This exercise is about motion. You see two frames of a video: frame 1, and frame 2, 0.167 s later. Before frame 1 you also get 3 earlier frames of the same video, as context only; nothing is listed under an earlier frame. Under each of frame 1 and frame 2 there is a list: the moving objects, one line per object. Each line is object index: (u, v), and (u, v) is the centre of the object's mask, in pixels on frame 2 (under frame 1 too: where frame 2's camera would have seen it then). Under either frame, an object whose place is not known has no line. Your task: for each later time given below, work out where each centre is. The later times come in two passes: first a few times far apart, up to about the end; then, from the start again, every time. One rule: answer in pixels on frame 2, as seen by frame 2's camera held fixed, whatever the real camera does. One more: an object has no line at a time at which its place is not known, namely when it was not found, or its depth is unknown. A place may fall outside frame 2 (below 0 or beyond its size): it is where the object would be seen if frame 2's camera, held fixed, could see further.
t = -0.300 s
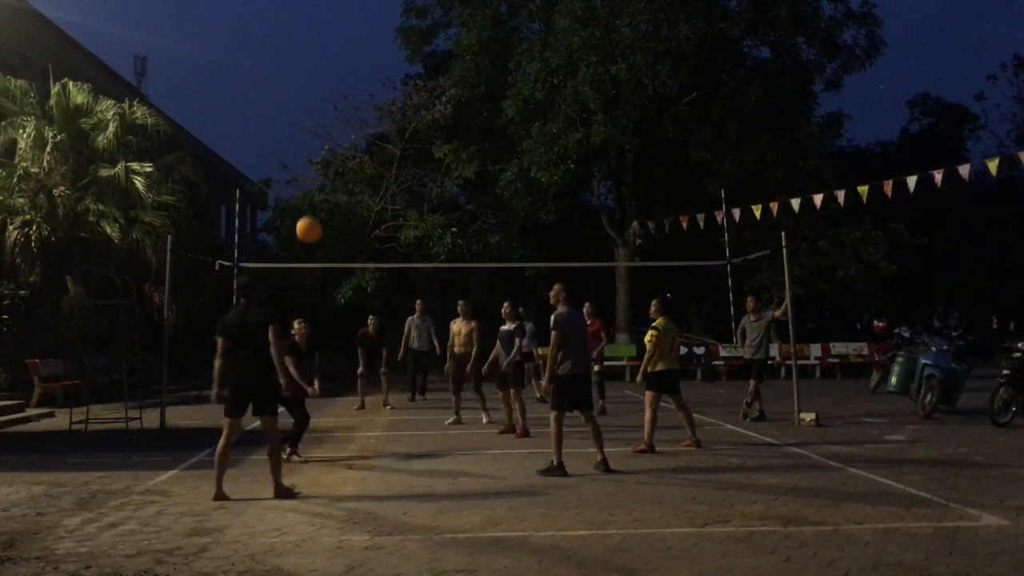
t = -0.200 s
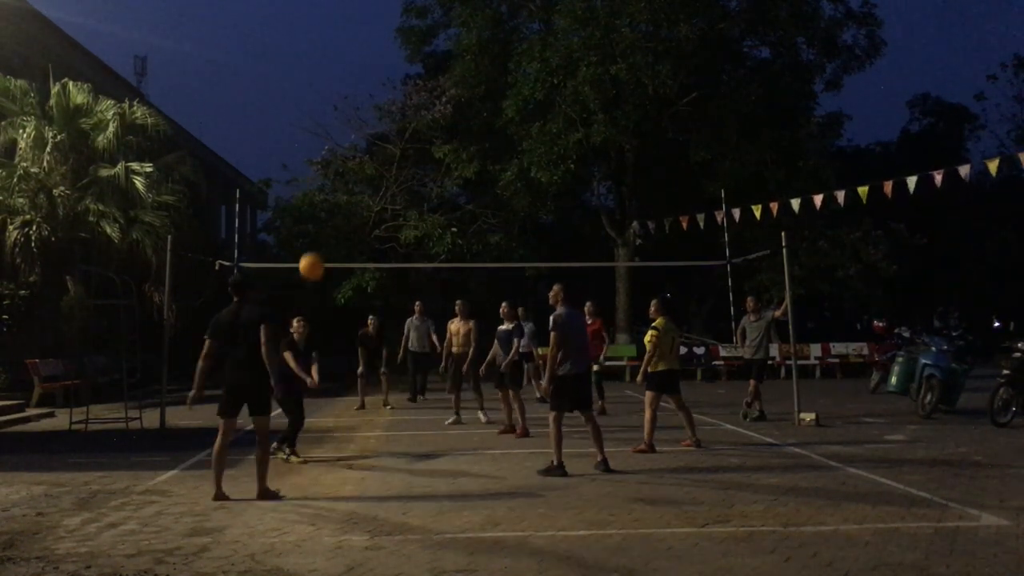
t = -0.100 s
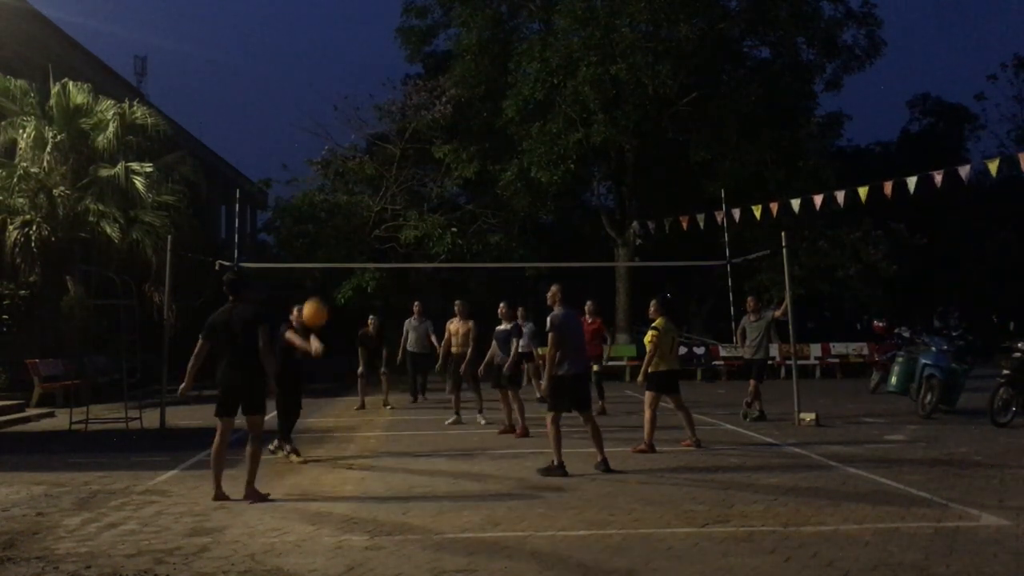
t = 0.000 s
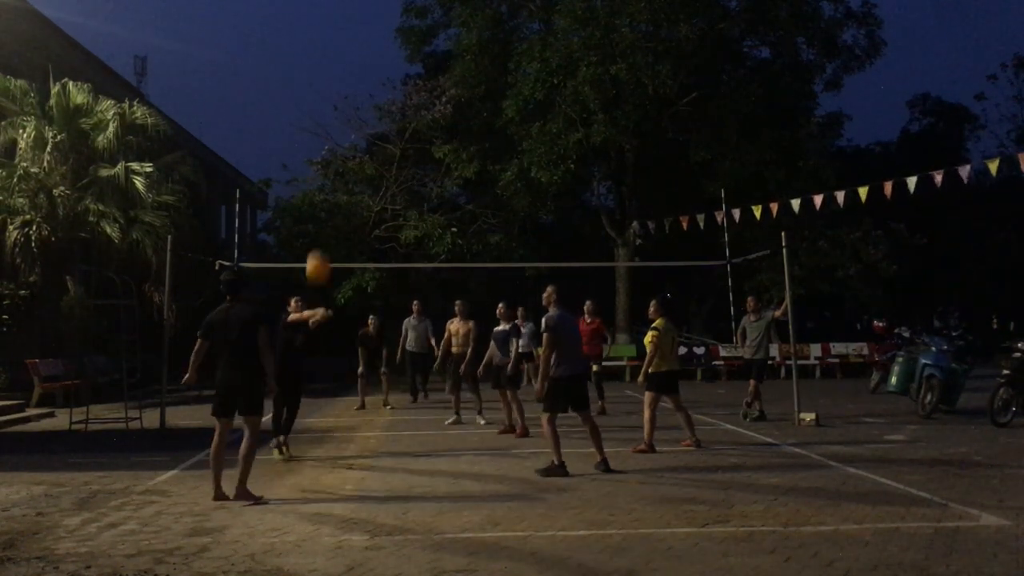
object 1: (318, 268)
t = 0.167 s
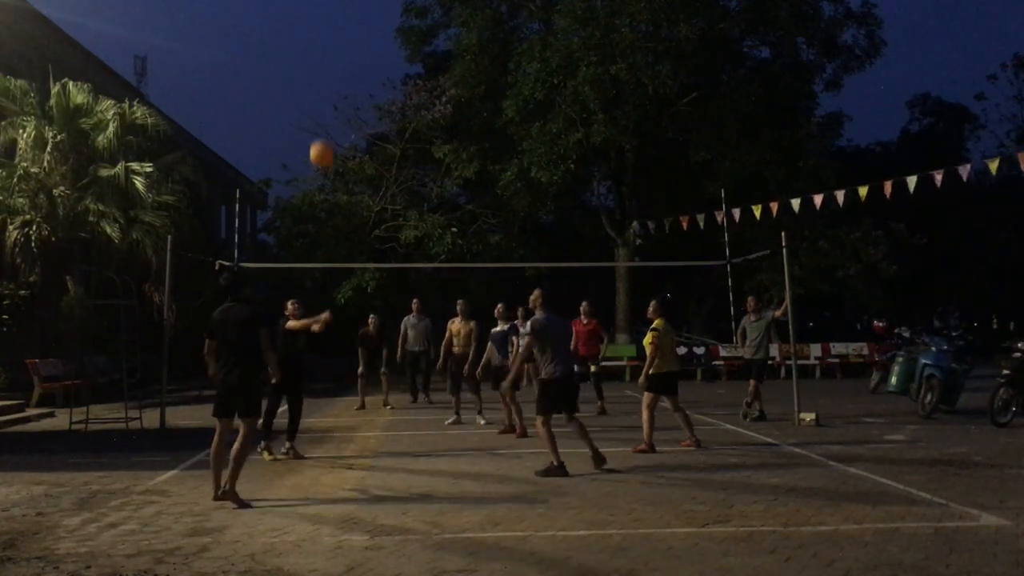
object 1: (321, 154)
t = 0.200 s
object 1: (321, 135)
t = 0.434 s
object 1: (322, 39)
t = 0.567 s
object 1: (323, 10)
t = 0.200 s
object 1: (321, 135)
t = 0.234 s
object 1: (322, 118)
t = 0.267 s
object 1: (321, 101)
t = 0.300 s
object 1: (322, 87)
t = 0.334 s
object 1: (322, 73)
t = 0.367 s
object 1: (322, 60)
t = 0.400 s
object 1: (322, 49)
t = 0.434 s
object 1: (322, 39)
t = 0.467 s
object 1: (322, 29)
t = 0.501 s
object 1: (323, 22)
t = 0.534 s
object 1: (323, 14)
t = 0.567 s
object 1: (323, 10)
